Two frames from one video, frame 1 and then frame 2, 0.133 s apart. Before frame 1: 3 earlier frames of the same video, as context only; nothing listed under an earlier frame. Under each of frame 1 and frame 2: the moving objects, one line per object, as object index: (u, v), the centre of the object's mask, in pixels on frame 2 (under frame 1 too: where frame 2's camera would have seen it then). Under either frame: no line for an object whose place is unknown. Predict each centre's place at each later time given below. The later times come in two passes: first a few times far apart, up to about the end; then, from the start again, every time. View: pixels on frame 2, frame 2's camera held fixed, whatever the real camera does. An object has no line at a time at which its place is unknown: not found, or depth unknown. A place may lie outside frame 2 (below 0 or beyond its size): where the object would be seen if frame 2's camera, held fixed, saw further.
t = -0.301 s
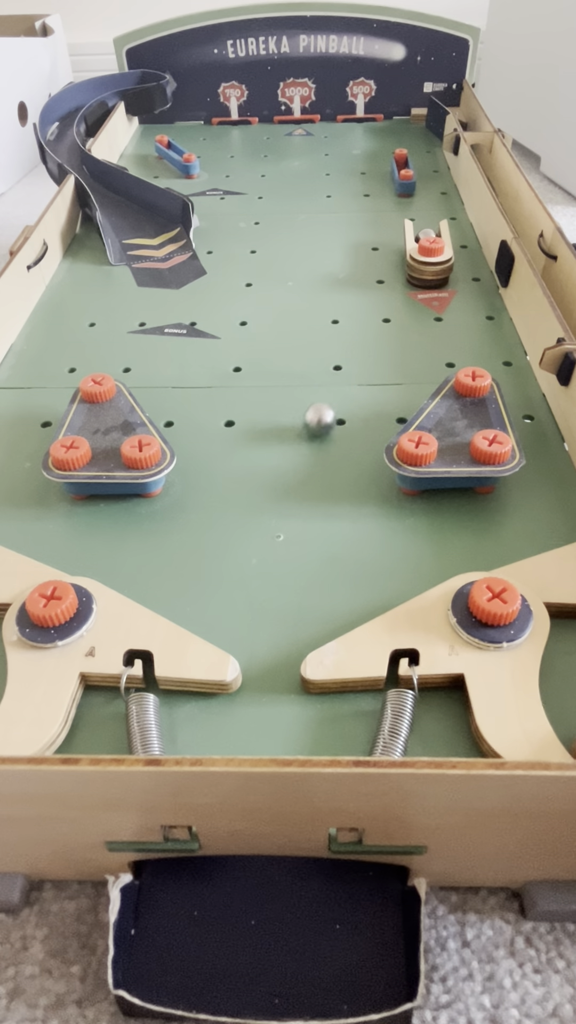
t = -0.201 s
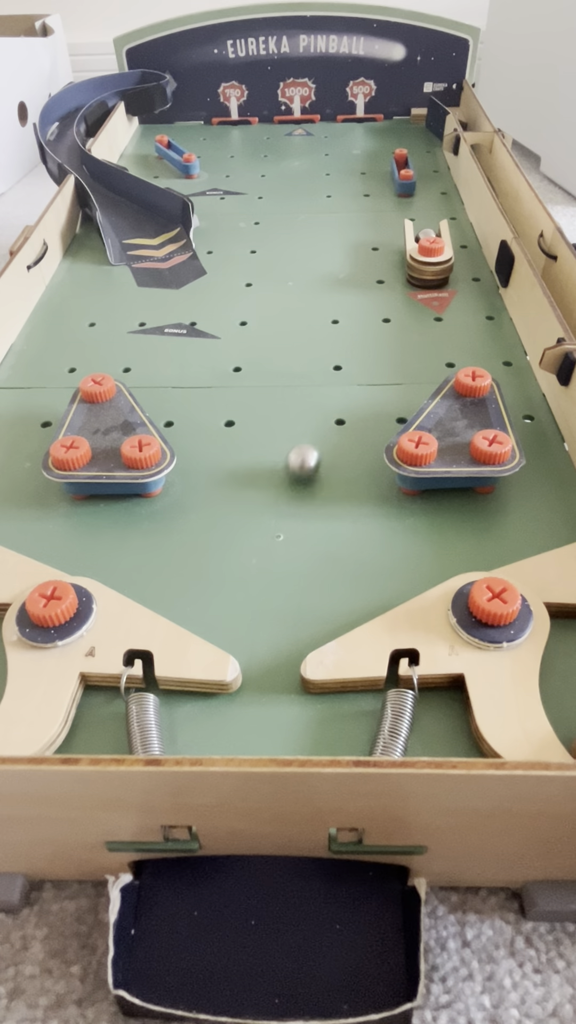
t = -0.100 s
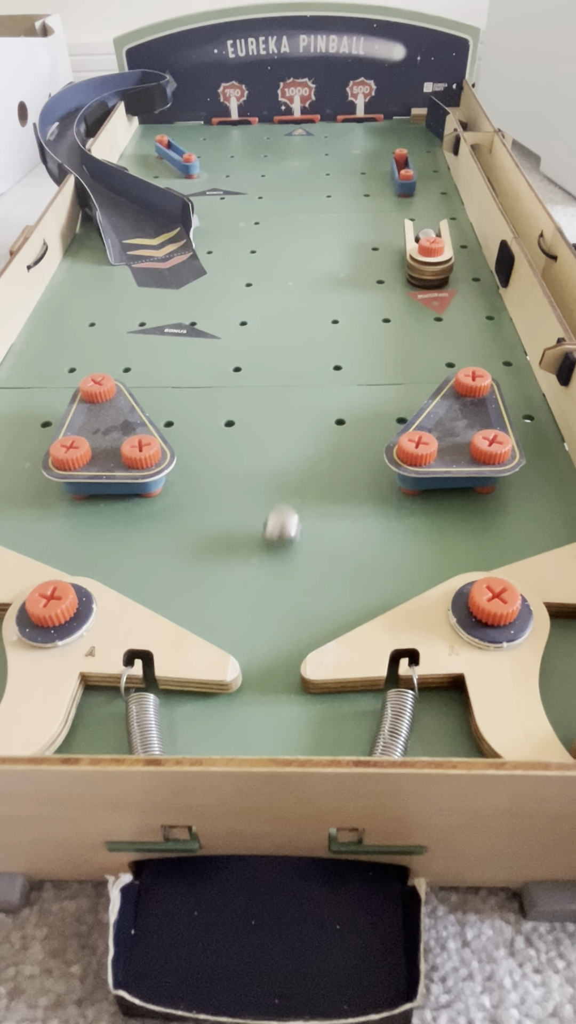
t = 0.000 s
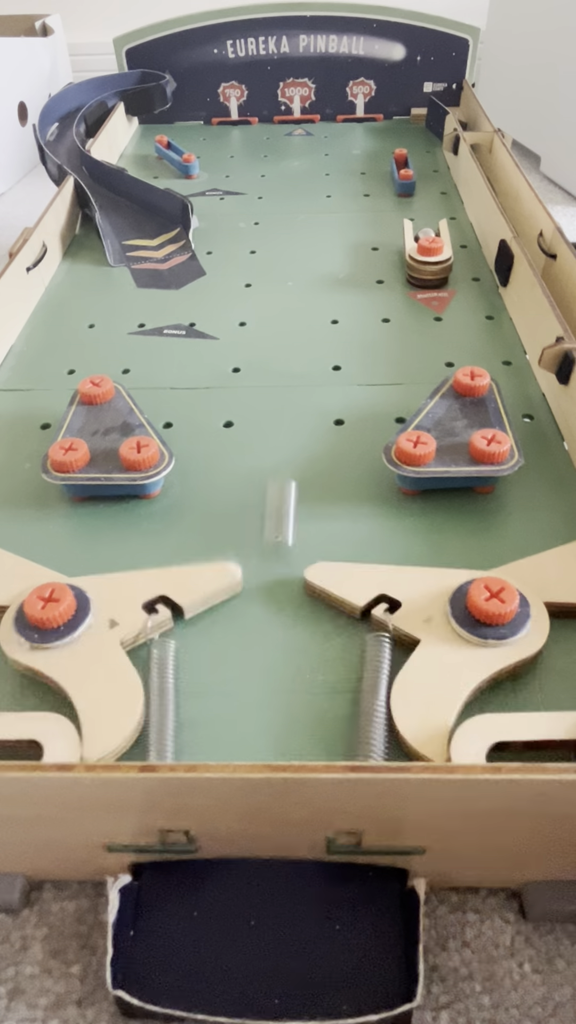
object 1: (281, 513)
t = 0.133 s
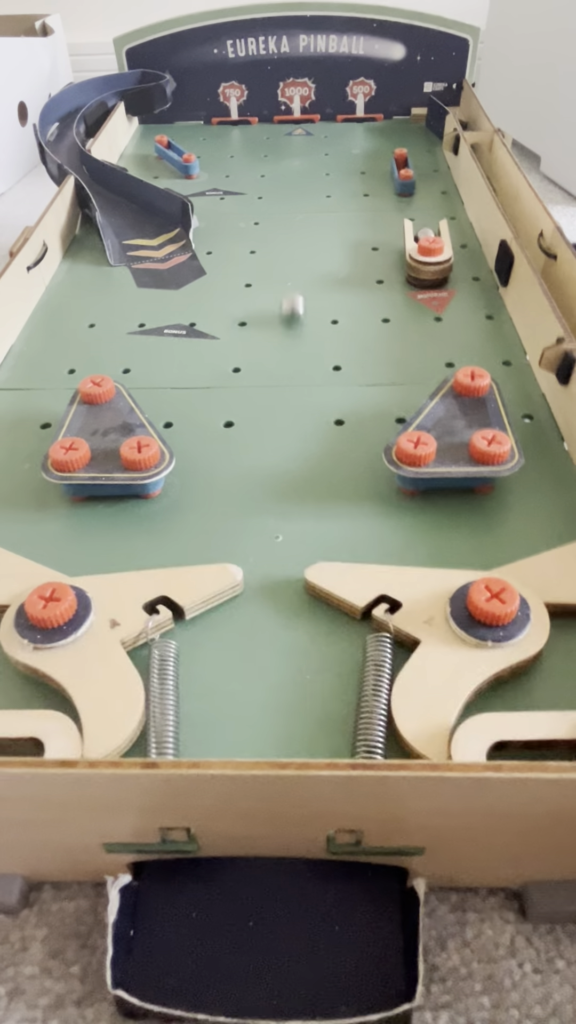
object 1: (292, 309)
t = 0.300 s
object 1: (286, 229)
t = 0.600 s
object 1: (271, 177)
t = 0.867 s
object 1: (255, 181)
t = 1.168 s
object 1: (225, 242)
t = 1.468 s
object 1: (168, 435)
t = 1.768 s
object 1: (521, 488)
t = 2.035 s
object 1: (526, 422)
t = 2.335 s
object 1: (545, 488)
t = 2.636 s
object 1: (487, 552)
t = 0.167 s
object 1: (292, 285)
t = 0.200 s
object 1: (290, 268)
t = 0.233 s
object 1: (289, 253)
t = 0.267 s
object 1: (287, 240)
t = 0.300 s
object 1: (286, 229)
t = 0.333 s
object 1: (284, 219)
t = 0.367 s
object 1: (283, 210)
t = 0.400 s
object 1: (281, 203)
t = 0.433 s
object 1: (279, 196)
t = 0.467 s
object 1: (277, 191)
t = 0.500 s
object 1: (276, 186)
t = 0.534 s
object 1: (274, 183)
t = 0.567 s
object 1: (273, 180)
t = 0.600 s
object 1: (271, 177)
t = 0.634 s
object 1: (269, 176)
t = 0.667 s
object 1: (267, 175)
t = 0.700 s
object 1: (266, 174)
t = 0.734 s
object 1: (264, 174)
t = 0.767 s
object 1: (262, 175)
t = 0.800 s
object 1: (260, 177)
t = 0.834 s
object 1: (257, 179)
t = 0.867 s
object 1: (255, 181)
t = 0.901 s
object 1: (252, 185)
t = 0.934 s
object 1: (250, 189)
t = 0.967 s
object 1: (247, 194)
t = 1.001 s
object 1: (244, 199)
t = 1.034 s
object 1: (241, 206)
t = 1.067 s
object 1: (238, 213)
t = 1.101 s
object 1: (234, 221)
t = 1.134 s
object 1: (230, 231)
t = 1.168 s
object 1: (225, 242)
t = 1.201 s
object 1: (221, 253)
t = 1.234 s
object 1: (215, 266)
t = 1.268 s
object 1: (209, 282)
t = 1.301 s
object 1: (203, 301)
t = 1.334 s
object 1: (195, 322)
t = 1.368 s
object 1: (188, 344)
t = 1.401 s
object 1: (179, 373)
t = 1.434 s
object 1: (168, 406)
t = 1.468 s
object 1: (168, 435)
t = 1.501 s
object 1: (201, 451)
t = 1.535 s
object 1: (248, 465)
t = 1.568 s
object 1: (296, 482)
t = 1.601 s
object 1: (345, 500)
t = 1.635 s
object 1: (401, 522)
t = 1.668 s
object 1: (459, 547)
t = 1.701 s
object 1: (486, 530)
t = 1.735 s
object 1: (503, 506)
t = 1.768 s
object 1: (521, 488)
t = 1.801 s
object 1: (539, 471)
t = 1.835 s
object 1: (555, 460)
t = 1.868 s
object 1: (554, 449)
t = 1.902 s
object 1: (547, 441)
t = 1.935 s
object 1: (542, 434)
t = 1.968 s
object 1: (535, 428)
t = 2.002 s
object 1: (530, 425)
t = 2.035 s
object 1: (526, 422)
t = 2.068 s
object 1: (522, 418)
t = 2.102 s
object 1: (519, 418)
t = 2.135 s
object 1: (517, 421)
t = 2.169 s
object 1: (516, 425)
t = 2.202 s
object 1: (521, 433)
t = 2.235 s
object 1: (526, 442)
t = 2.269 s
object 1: (532, 456)
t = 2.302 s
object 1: (537, 472)
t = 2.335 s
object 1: (545, 488)
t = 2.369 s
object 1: (554, 508)
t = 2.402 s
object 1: (559, 526)
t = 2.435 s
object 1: (549, 522)
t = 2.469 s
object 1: (538, 523)
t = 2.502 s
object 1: (528, 526)
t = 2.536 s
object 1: (519, 531)
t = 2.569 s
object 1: (510, 538)
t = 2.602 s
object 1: (501, 546)
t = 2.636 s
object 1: (487, 552)
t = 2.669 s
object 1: (473, 556)
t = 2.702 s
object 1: (458, 559)
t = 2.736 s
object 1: (442, 562)
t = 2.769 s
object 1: (426, 566)
